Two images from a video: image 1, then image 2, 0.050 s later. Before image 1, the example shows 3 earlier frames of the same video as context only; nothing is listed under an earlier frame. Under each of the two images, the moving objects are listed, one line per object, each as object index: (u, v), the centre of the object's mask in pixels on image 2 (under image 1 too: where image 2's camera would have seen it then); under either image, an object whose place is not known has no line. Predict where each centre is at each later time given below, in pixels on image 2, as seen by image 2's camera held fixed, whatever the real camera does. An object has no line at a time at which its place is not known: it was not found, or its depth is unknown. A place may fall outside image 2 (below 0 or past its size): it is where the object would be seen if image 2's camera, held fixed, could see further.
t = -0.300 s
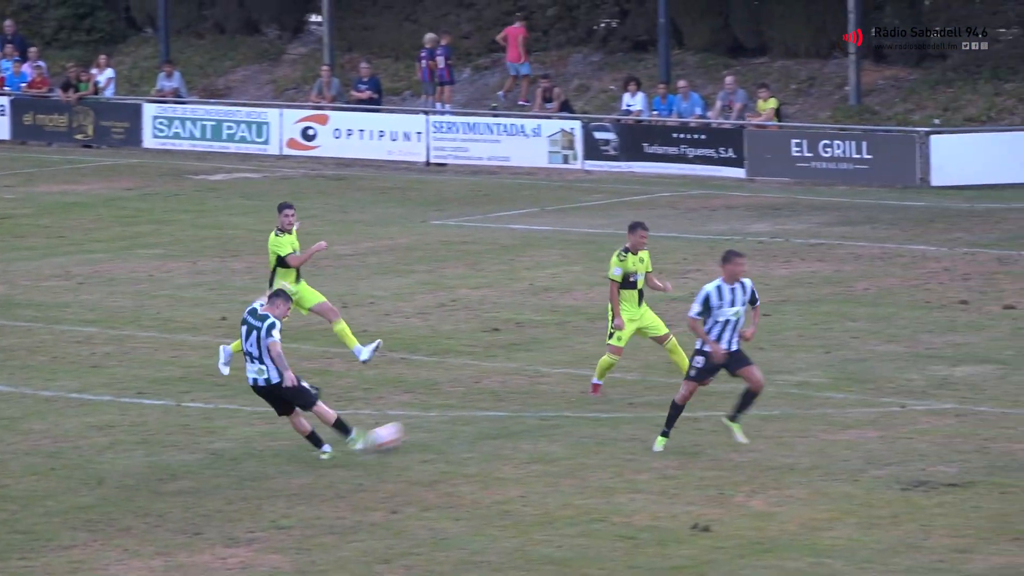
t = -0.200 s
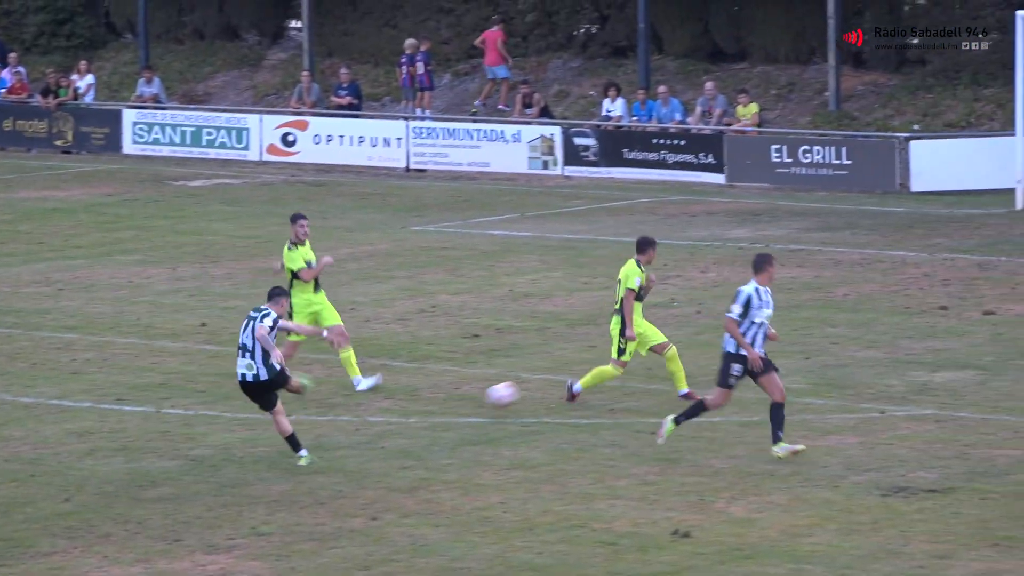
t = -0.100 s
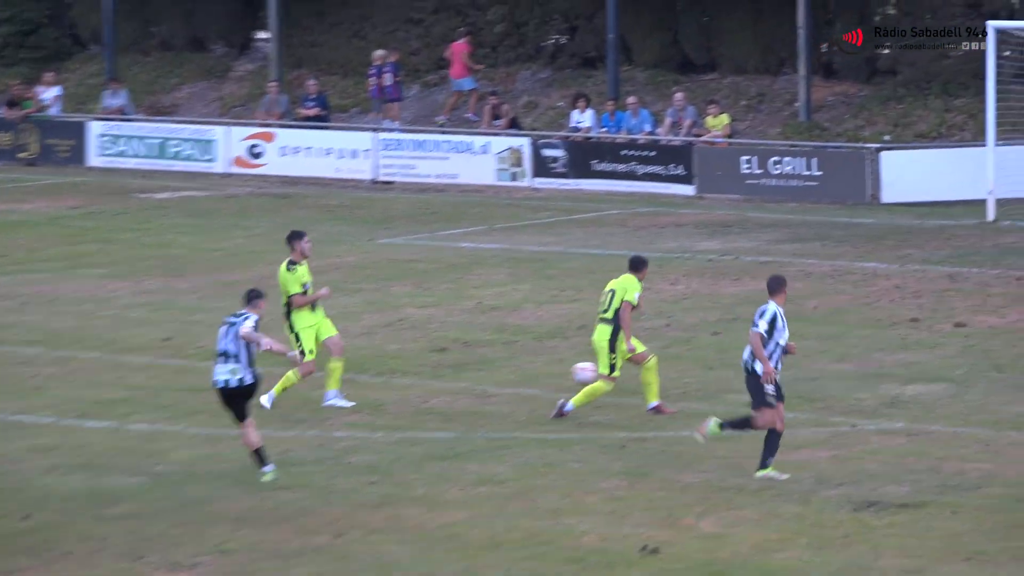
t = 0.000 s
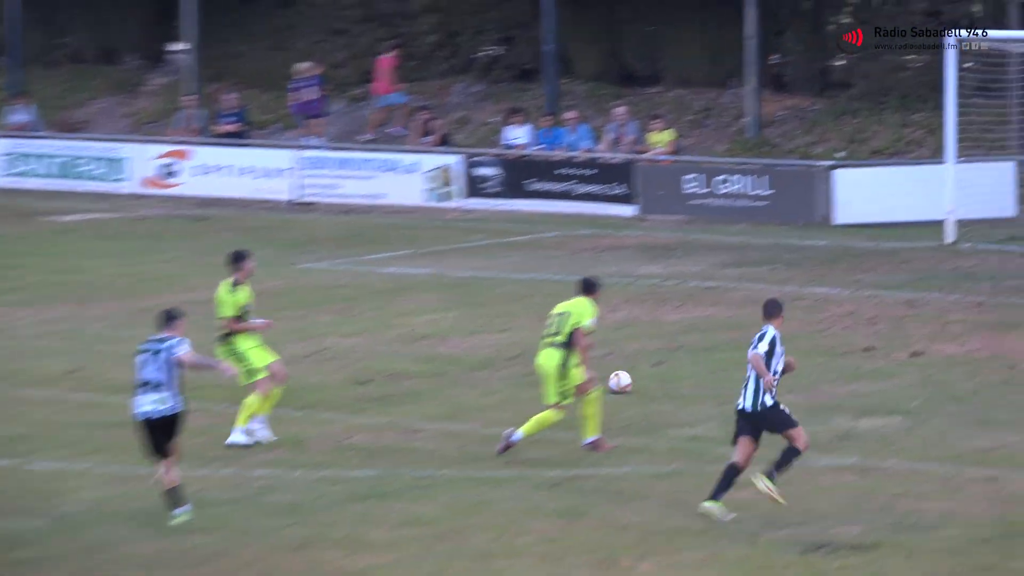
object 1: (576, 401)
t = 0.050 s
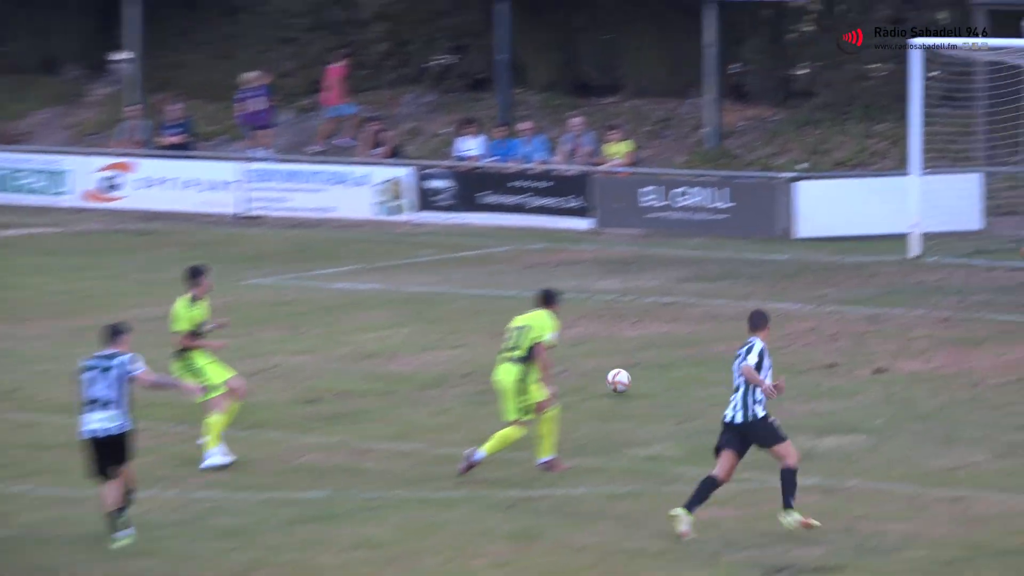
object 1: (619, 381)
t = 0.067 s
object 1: (632, 374)
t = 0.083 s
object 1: (645, 368)
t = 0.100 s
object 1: (657, 364)
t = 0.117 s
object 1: (668, 359)
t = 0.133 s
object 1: (680, 354)
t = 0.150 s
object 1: (693, 350)
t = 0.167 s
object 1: (704, 346)
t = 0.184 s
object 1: (714, 343)
